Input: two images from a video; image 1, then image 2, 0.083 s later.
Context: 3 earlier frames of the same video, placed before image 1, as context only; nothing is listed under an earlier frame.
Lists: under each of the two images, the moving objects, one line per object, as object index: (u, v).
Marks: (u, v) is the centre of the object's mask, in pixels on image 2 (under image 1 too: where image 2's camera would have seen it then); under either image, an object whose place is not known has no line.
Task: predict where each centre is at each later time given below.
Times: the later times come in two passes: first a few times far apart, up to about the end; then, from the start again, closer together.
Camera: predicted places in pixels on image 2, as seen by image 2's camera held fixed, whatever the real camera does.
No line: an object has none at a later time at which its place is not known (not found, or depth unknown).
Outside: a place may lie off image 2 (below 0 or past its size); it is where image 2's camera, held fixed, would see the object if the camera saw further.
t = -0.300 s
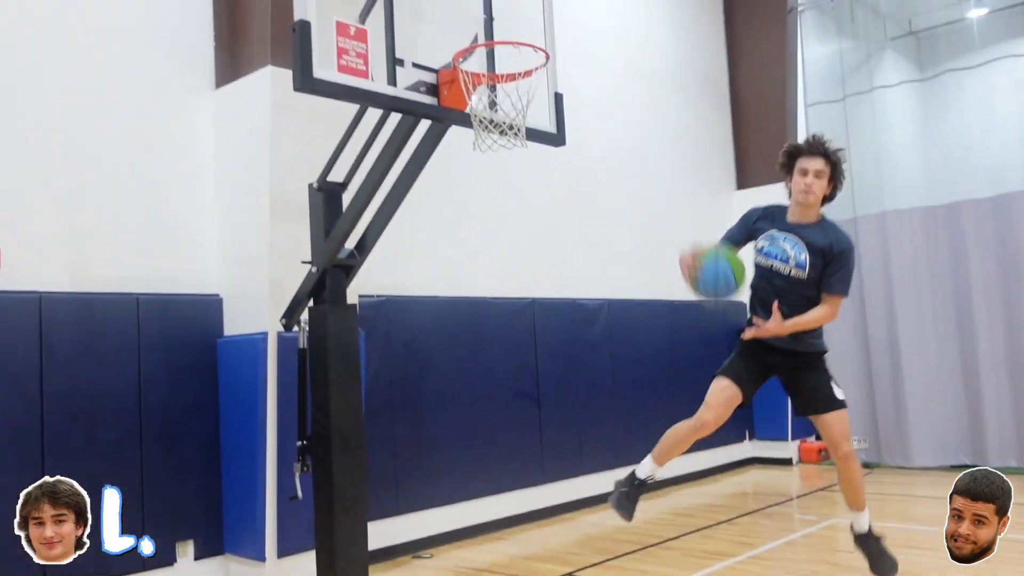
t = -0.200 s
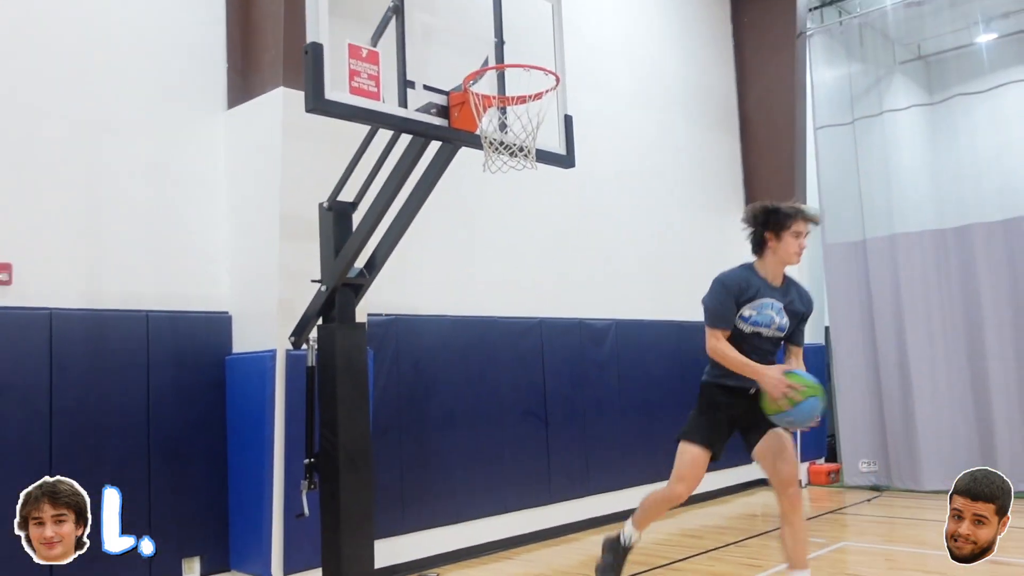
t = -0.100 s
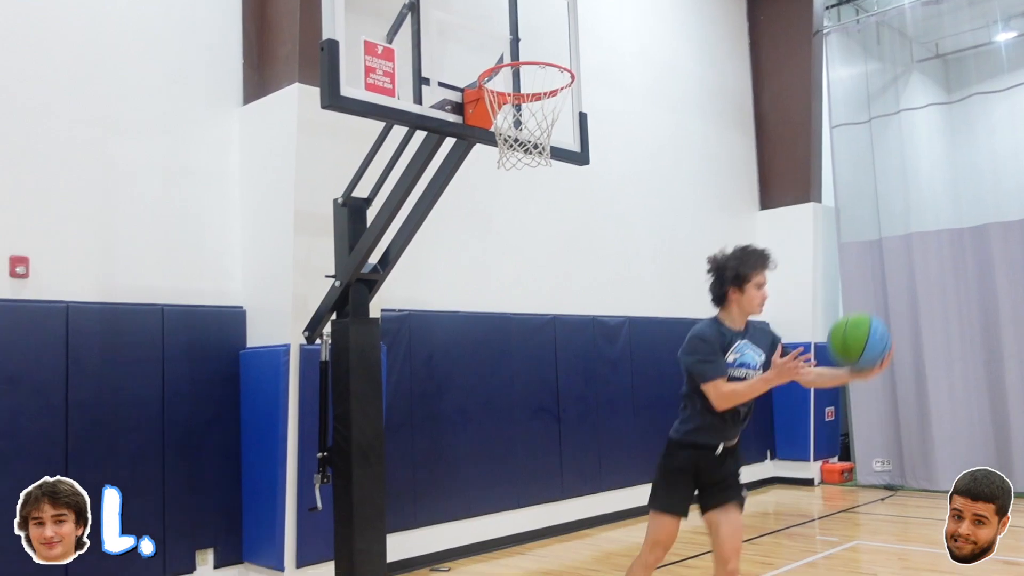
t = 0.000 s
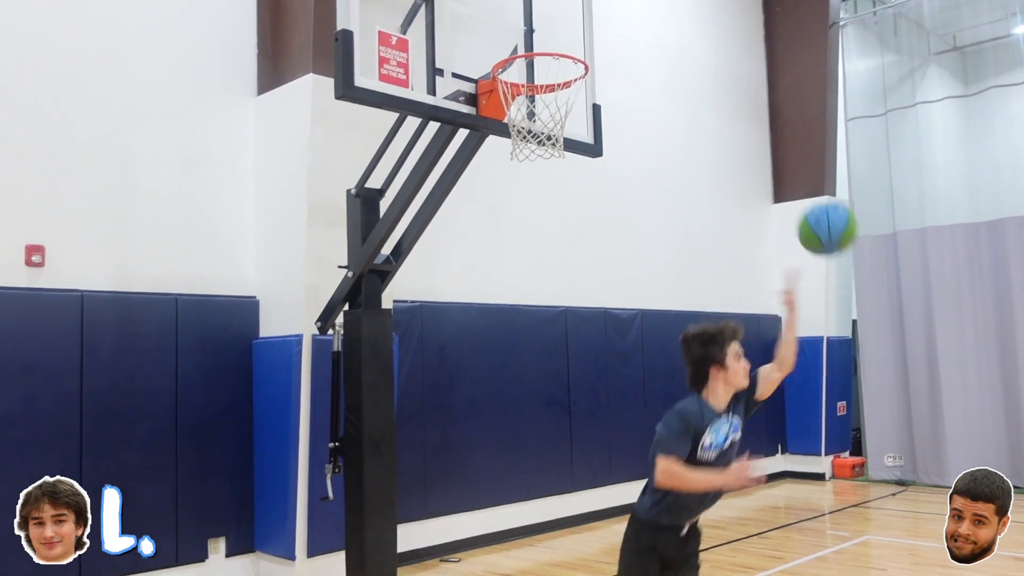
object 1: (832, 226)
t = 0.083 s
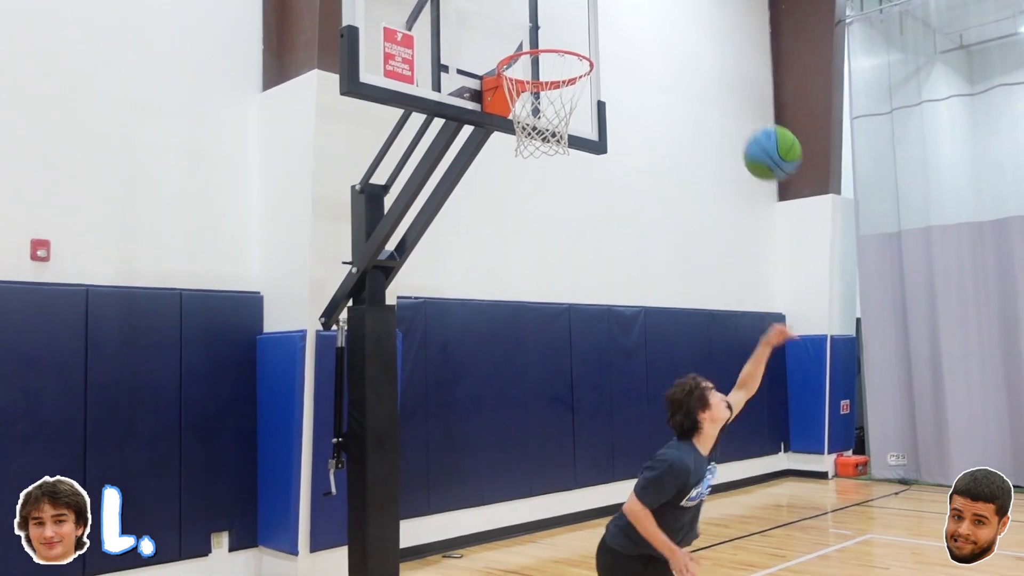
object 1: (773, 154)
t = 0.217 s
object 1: (685, 76)
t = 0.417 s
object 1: (599, 31)
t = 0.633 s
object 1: (667, 33)
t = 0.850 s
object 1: (743, 134)
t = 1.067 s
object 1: (827, 349)
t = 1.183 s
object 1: (879, 515)
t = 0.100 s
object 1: (762, 141)
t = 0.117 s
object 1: (750, 130)
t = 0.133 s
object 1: (739, 119)
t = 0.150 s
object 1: (728, 109)
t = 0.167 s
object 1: (717, 100)
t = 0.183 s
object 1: (706, 91)
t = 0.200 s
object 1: (695, 83)
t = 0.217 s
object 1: (685, 76)
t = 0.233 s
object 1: (675, 69)
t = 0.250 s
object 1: (665, 63)
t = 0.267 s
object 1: (655, 58)
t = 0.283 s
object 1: (646, 53)
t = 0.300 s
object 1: (636, 49)
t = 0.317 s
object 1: (627, 45)
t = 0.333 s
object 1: (618, 42)
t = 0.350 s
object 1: (609, 39)
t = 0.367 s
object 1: (600, 38)
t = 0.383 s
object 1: (592, 37)
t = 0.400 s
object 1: (594, 34)
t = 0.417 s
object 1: (599, 31)
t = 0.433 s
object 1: (604, 28)
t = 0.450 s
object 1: (609, 25)
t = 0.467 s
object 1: (614, 23)
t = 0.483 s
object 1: (619, 21)
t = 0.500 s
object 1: (624, 20)
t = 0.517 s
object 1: (630, 20)
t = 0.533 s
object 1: (635, 20)
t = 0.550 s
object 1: (640, 21)
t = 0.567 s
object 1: (646, 22)
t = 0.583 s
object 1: (651, 24)
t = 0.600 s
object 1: (656, 26)
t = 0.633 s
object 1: (667, 33)
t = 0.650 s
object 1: (673, 37)
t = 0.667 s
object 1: (679, 41)
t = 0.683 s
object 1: (684, 47)
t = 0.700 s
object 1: (690, 53)
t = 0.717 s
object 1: (695, 60)
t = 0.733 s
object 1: (701, 67)
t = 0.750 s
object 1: (707, 74)
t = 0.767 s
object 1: (713, 83)
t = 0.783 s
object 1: (719, 92)
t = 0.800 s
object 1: (725, 102)
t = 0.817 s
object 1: (731, 112)
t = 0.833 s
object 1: (737, 122)
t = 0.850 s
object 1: (743, 134)
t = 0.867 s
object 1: (750, 146)
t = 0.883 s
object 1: (756, 159)
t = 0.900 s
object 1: (762, 173)
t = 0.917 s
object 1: (768, 186)
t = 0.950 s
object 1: (780, 217)
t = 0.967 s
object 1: (786, 234)
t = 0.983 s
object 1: (793, 251)
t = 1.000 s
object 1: (799, 269)
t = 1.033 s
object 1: (812, 306)
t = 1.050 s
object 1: (820, 328)
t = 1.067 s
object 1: (827, 349)
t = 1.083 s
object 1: (833, 369)
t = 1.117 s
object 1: (847, 415)
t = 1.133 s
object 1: (854, 437)
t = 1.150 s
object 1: (861, 462)
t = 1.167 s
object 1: (870, 488)
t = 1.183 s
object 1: (879, 515)
